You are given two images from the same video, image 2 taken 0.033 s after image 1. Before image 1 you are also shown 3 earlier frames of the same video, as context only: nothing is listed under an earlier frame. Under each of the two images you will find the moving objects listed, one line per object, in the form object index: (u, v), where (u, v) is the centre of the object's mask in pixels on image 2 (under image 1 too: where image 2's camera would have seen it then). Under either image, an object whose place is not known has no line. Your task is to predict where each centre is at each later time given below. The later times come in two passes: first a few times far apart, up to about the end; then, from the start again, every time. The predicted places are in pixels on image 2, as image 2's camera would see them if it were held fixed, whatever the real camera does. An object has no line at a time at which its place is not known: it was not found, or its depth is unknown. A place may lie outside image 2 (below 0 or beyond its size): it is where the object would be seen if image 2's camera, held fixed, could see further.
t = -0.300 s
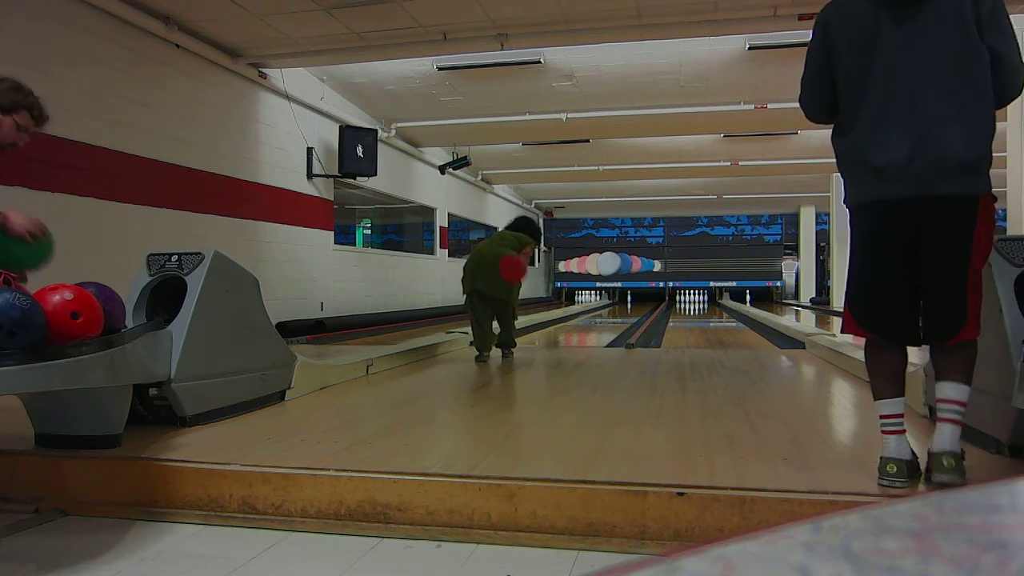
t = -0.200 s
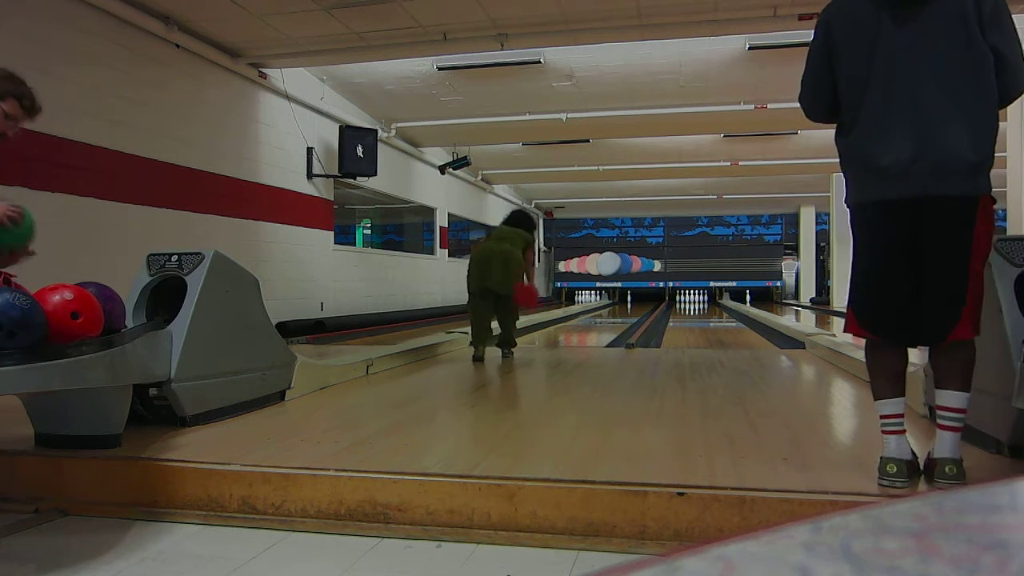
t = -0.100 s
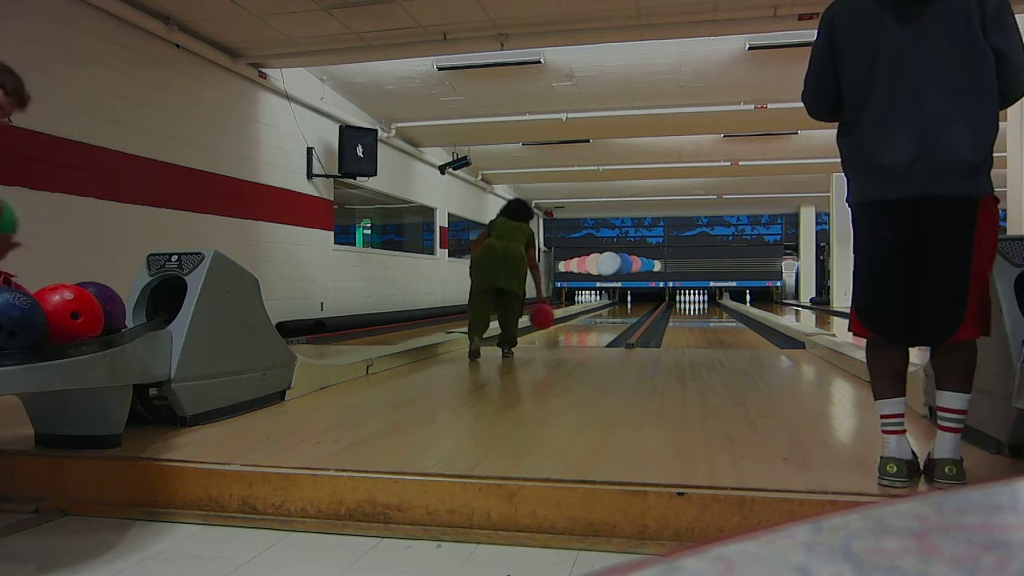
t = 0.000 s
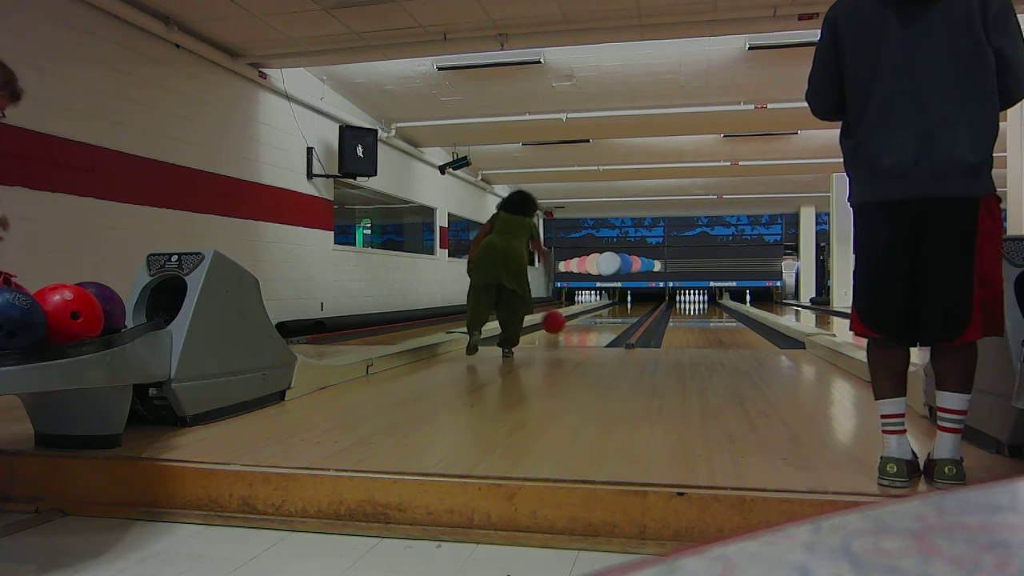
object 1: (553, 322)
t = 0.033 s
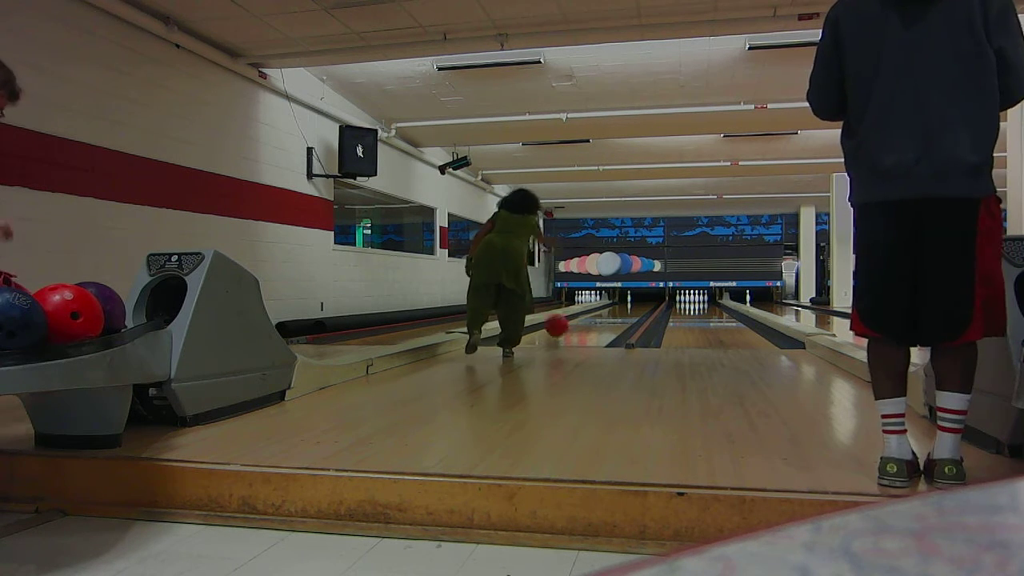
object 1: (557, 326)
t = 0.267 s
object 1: (576, 329)
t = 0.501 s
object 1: (589, 325)
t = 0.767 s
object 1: (600, 318)
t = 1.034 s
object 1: (608, 315)
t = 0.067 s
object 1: (560, 330)
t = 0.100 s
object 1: (563, 334)
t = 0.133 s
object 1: (566, 333)
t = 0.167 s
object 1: (568, 332)
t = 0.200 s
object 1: (571, 332)
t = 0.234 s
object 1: (573, 331)
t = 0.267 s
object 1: (576, 329)
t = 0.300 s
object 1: (578, 328)
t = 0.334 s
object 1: (580, 328)
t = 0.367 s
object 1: (582, 326)
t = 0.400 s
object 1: (584, 327)
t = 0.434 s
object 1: (586, 326)
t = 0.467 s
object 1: (587, 325)
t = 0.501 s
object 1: (589, 325)
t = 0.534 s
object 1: (591, 323)
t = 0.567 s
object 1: (592, 322)
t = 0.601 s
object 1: (594, 321)
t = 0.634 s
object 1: (595, 321)
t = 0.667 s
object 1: (597, 320)
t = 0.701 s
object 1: (598, 320)
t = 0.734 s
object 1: (599, 319)
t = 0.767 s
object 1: (600, 318)
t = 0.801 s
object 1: (601, 318)
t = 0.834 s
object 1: (603, 317)
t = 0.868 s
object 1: (604, 317)
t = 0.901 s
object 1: (604, 317)
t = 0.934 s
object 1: (606, 316)
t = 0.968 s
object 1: (607, 316)
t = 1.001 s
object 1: (607, 315)
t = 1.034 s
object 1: (608, 315)
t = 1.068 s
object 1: (609, 315)
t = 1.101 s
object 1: (610, 315)
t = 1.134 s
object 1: (611, 314)
